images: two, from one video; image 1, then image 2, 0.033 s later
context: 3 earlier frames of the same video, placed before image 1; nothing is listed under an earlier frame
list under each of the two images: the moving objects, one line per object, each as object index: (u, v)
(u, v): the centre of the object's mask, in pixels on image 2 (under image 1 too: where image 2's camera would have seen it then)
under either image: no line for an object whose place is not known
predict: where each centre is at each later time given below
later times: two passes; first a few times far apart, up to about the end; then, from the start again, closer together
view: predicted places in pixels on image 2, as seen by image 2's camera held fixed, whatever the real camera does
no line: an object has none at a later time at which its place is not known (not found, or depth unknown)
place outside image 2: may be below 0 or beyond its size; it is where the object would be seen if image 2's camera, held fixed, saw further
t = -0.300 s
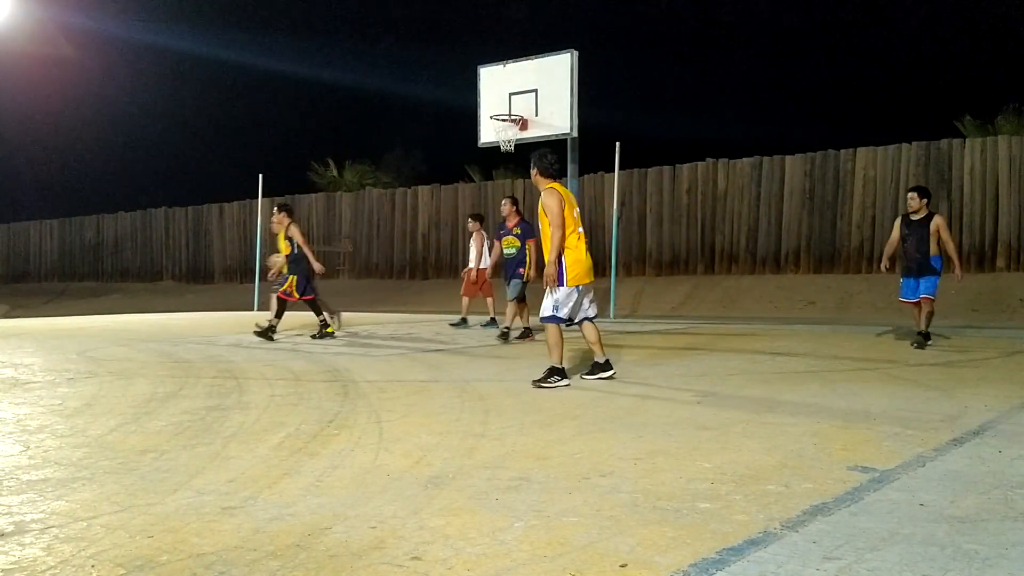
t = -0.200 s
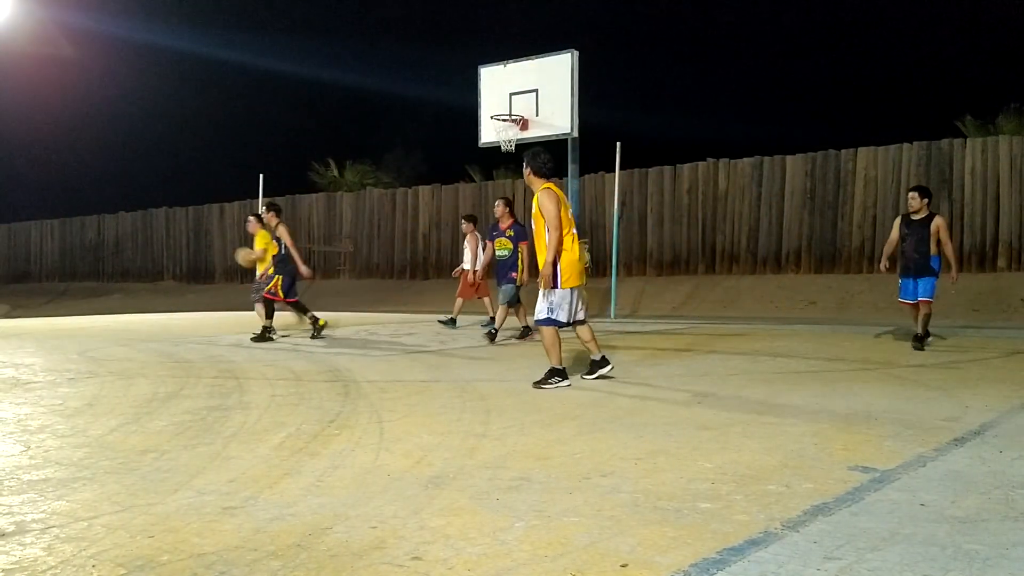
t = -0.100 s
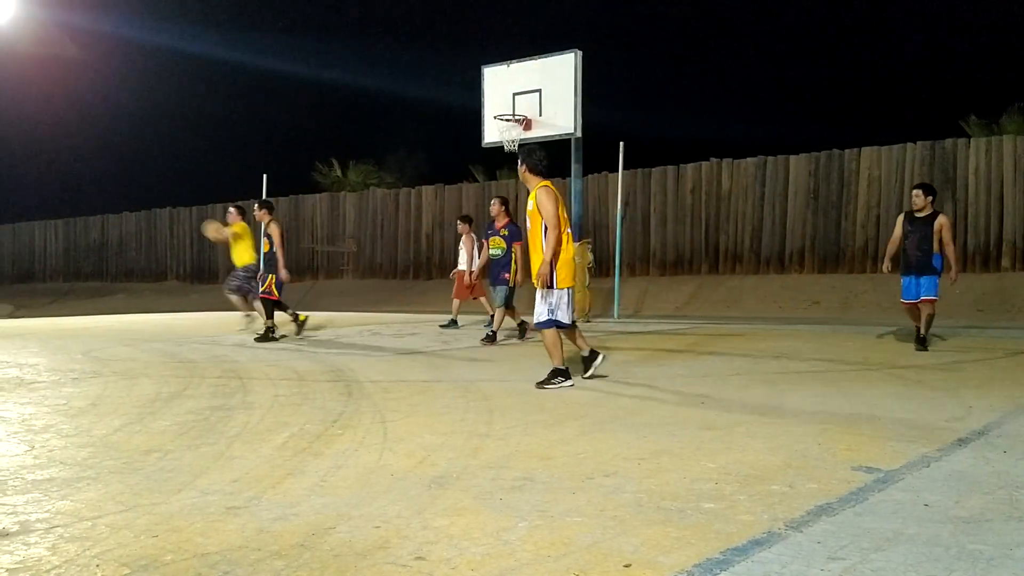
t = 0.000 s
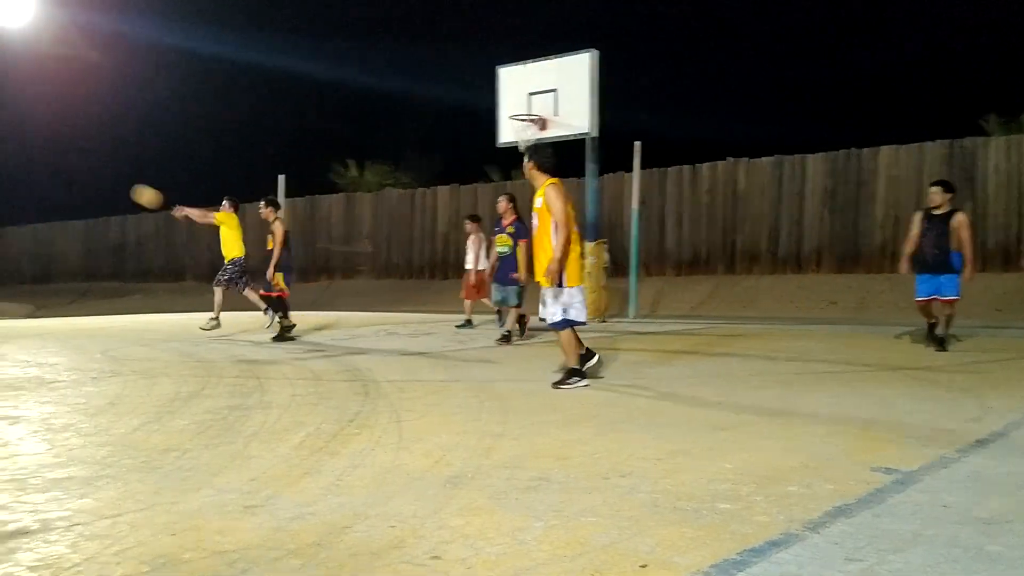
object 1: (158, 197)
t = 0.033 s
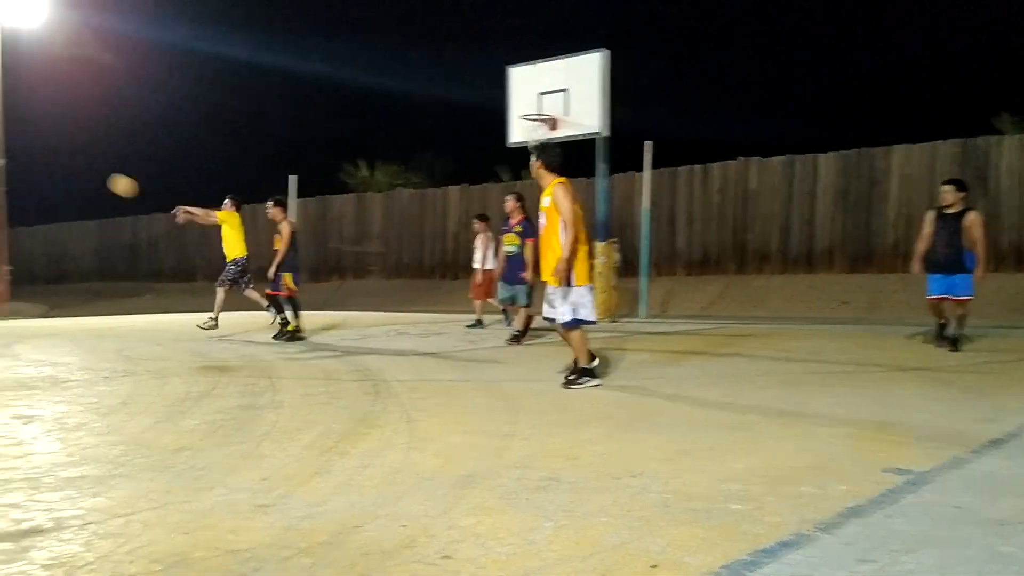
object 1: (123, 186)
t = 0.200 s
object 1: (-65, 140)
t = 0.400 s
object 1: (-334, 115)
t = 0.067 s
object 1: (86, 175)
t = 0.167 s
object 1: (-28, 148)
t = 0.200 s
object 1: (-65, 140)
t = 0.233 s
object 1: (-104, 134)
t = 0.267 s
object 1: (-150, 127)
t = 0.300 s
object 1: (-193, 123)
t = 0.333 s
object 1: (-239, 119)
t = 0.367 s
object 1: (-285, 117)
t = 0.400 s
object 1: (-334, 115)
